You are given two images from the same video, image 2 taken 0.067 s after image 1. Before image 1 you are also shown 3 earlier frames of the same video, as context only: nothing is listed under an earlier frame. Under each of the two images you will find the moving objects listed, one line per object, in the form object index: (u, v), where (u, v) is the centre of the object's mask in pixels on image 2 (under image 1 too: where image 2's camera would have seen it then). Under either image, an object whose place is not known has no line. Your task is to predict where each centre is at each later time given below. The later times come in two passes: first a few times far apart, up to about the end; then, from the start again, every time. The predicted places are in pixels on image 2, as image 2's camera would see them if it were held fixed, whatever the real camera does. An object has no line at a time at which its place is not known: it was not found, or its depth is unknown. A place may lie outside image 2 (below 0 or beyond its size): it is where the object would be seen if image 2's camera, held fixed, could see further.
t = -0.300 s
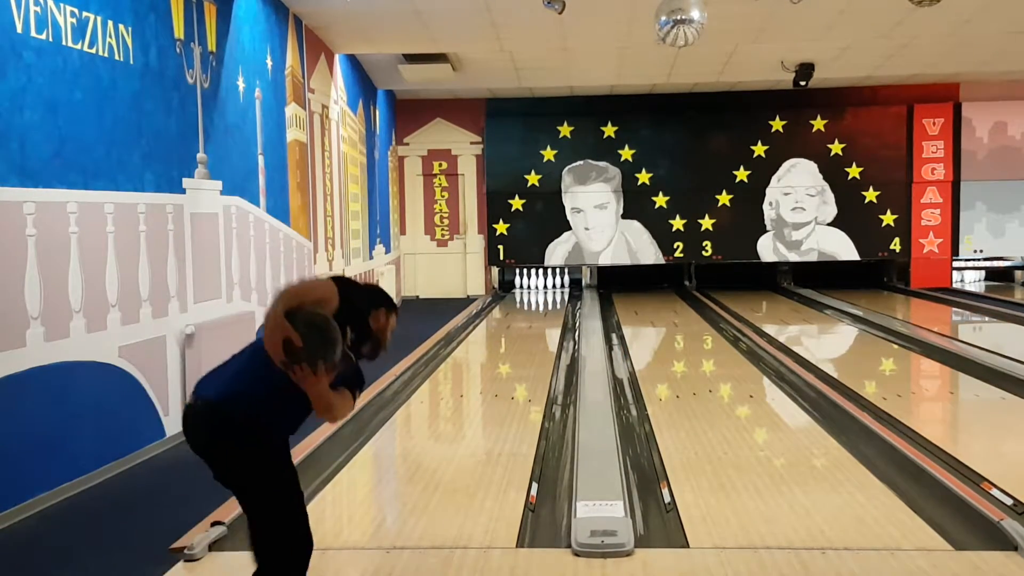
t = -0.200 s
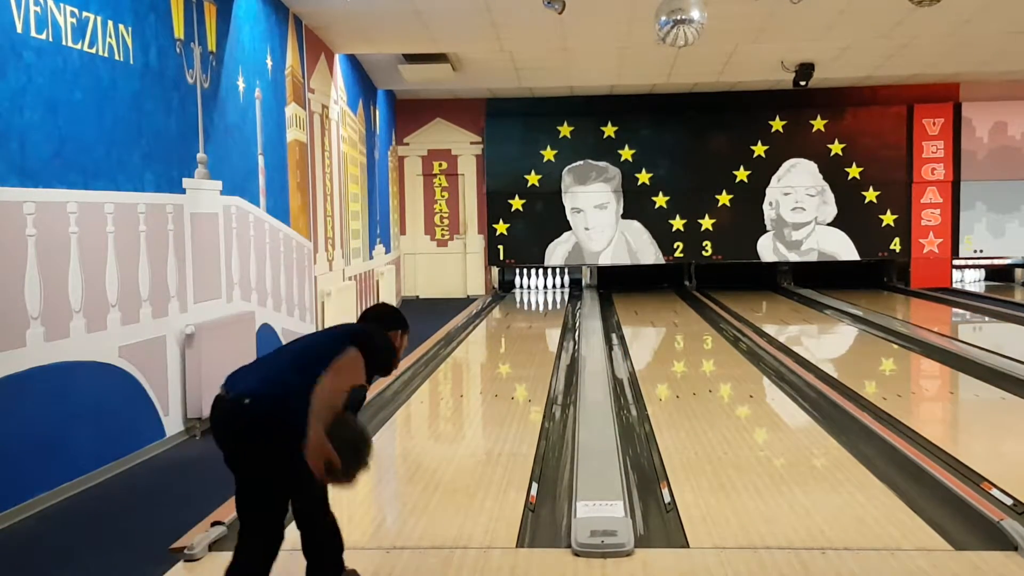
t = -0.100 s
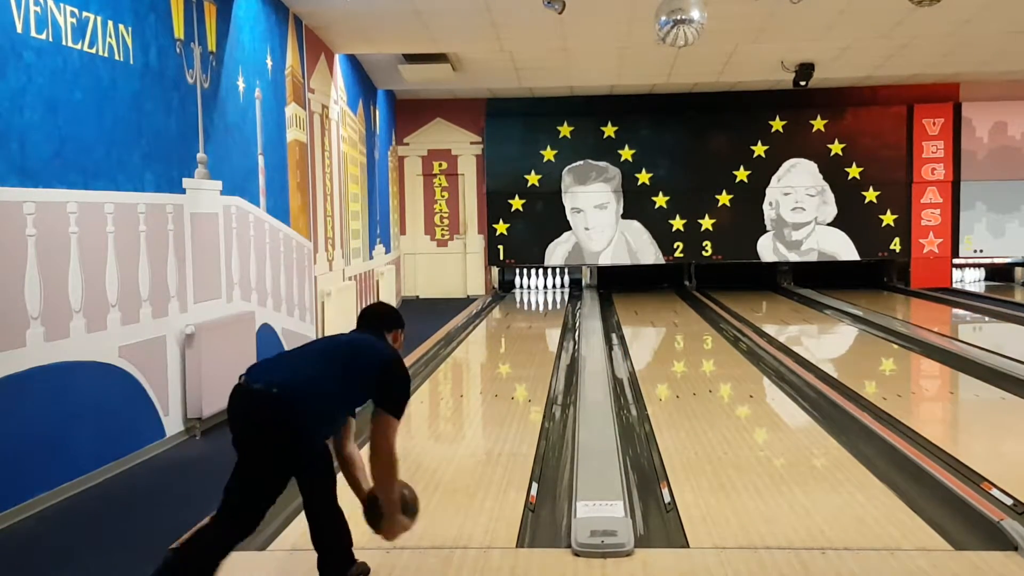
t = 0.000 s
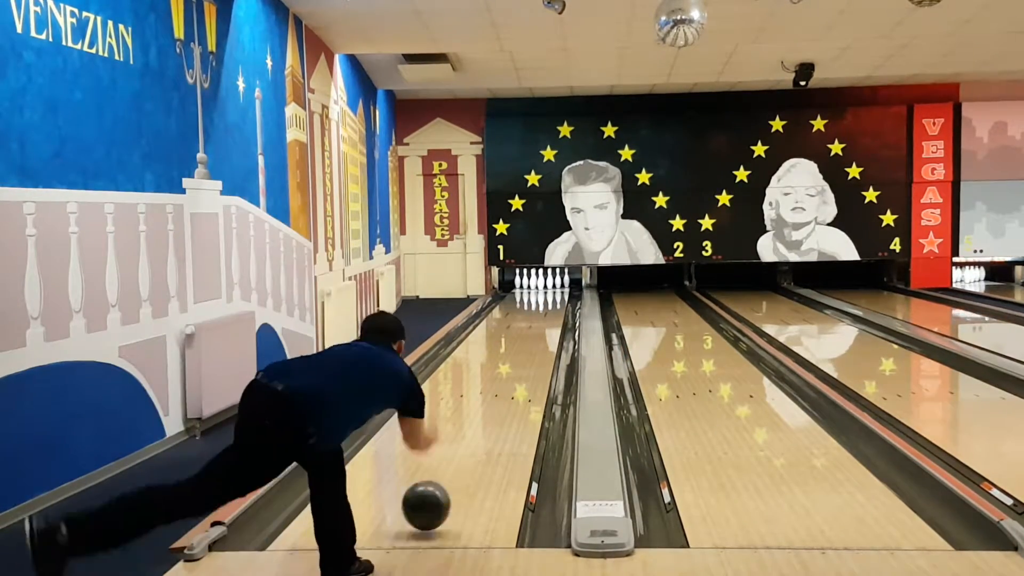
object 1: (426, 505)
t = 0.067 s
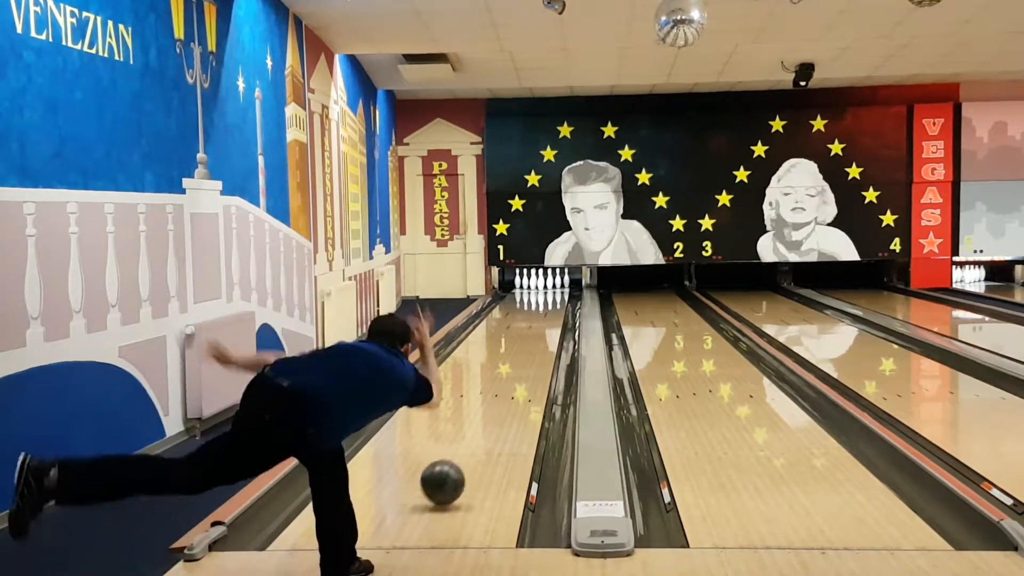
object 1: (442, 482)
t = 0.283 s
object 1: (481, 429)
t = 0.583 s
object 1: (514, 381)
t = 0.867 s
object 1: (532, 352)
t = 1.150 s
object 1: (544, 332)
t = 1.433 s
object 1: (549, 318)
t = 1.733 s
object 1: (551, 305)
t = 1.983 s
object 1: (551, 297)
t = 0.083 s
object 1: (446, 476)
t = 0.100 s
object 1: (450, 472)
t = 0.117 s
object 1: (453, 468)
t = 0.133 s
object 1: (457, 465)
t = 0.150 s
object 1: (460, 461)
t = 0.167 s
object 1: (463, 457)
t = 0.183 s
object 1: (466, 453)
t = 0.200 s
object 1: (469, 448)
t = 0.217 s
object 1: (472, 444)
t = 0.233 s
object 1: (474, 440)
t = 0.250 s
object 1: (477, 436)
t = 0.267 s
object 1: (479, 433)
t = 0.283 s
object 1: (481, 429)
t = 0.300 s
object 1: (484, 426)
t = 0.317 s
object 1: (486, 422)
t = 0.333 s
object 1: (488, 419)
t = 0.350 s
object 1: (491, 416)
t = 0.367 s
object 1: (492, 413)
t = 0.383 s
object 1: (494, 410)
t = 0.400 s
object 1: (496, 408)
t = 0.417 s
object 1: (498, 405)
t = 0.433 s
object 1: (500, 402)
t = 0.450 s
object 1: (502, 399)
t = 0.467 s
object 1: (503, 397)
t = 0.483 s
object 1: (505, 394)
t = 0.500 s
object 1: (507, 392)
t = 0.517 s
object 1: (508, 390)
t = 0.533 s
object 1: (510, 387)
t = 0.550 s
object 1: (511, 385)
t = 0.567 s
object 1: (512, 383)
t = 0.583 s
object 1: (514, 381)
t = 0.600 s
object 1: (515, 379)
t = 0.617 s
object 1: (516, 377)
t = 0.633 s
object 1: (518, 375)
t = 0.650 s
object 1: (519, 373)
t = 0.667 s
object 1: (520, 371)
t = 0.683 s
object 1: (521, 369)
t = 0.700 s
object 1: (522, 368)
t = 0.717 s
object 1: (524, 366)
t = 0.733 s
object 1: (525, 364)
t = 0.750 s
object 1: (526, 363)
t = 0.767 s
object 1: (527, 361)
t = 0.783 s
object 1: (528, 359)
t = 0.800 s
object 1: (529, 358)
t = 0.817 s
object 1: (530, 356)
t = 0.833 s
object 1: (530, 355)
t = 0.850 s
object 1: (531, 353)
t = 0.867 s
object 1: (532, 352)
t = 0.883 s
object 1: (533, 351)
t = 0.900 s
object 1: (534, 350)
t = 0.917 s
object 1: (535, 348)
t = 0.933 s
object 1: (536, 347)
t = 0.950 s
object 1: (536, 346)
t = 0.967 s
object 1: (537, 344)
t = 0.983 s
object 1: (538, 343)
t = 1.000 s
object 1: (538, 342)
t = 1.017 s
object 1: (539, 341)
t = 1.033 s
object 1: (540, 340)
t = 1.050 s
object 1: (540, 339)
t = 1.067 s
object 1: (541, 337)
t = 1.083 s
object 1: (542, 336)
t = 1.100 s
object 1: (542, 335)
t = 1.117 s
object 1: (543, 334)
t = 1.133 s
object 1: (543, 333)
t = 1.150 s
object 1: (544, 332)
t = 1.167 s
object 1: (544, 331)
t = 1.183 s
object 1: (545, 331)
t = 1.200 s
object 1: (545, 329)
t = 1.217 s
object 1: (546, 328)
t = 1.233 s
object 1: (546, 327)
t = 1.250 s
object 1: (546, 326)
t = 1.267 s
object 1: (547, 325)
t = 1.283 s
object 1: (547, 324)
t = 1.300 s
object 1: (547, 324)
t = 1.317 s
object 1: (548, 322)
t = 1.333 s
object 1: (548, 322)
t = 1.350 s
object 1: (549, 321)
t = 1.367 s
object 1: (549, 320)
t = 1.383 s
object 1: (549, 320)
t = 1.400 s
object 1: (549, 319)
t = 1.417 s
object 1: (550, 318)
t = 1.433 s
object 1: (549, 318)
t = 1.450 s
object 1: (550, 316)
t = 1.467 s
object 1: (550, 316)
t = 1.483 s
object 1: (550, 315)
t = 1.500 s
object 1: (550, 314)
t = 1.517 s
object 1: (550, 313)
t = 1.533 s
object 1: (550, 313)
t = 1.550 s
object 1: (551, 312)
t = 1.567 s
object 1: (551, 311)
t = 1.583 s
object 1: (551, 311)
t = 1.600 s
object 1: (551, 310)
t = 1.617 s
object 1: (551, 309)
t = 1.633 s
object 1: (551, 308)
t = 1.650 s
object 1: (551, 308)
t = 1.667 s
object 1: (551, 307)
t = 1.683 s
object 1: (551, 307)
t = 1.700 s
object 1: (551, 306)
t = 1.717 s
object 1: (551, 306)
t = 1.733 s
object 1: (551, 305)
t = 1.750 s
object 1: (552, 304)
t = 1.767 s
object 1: (551, 304)
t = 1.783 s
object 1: (552, 303)
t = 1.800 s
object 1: (551, 303)
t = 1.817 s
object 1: (552, 302)
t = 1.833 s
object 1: (552, 302)
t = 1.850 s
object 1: (551, 301)
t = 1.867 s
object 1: (551, 301)
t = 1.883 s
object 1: (551, 300)
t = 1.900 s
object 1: (551, 300)
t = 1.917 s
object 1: (551, 299)
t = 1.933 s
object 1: (551, 299)
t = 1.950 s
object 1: (551, 298)
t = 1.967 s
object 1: (551, 297)
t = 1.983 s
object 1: (551, 297)
